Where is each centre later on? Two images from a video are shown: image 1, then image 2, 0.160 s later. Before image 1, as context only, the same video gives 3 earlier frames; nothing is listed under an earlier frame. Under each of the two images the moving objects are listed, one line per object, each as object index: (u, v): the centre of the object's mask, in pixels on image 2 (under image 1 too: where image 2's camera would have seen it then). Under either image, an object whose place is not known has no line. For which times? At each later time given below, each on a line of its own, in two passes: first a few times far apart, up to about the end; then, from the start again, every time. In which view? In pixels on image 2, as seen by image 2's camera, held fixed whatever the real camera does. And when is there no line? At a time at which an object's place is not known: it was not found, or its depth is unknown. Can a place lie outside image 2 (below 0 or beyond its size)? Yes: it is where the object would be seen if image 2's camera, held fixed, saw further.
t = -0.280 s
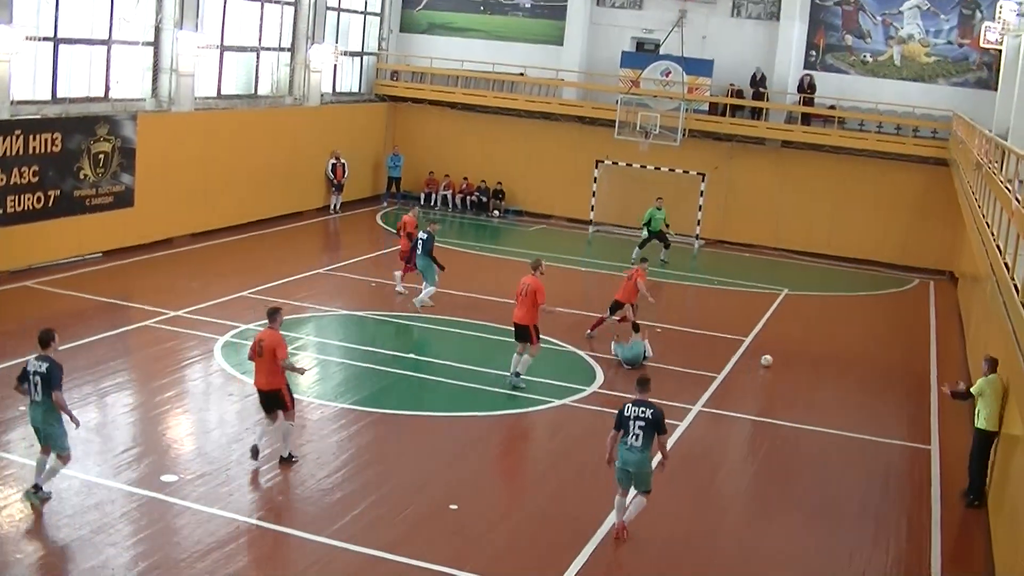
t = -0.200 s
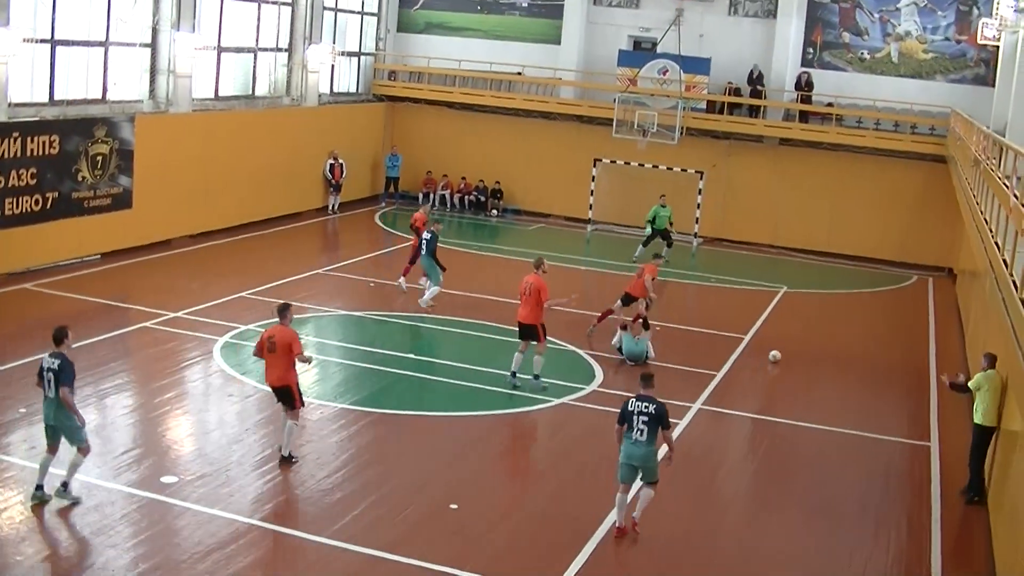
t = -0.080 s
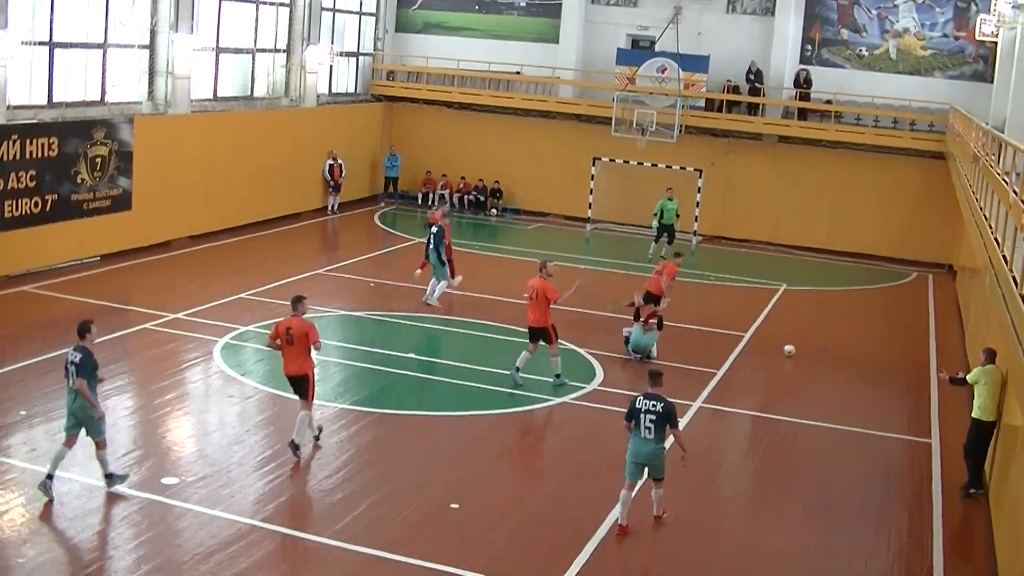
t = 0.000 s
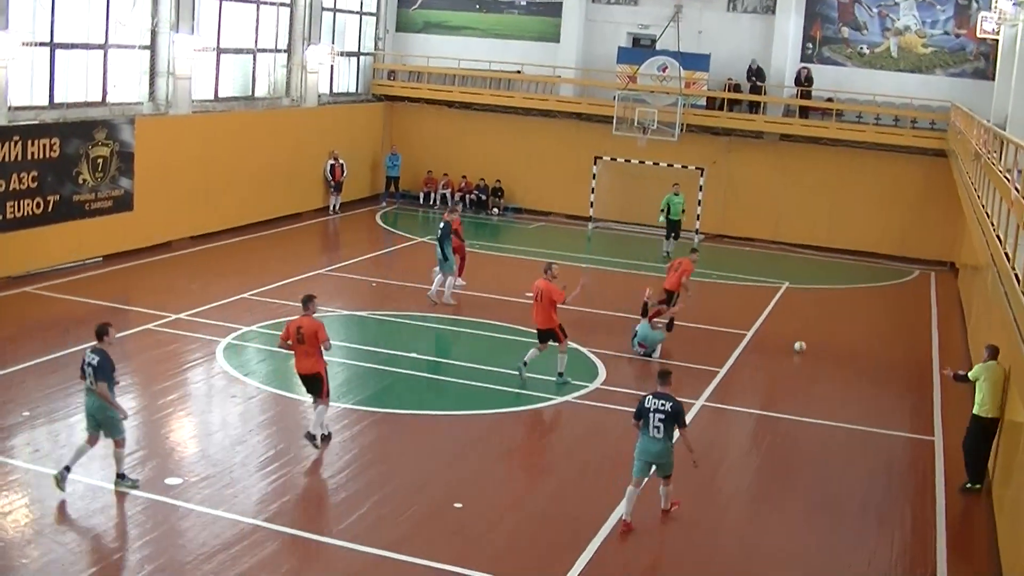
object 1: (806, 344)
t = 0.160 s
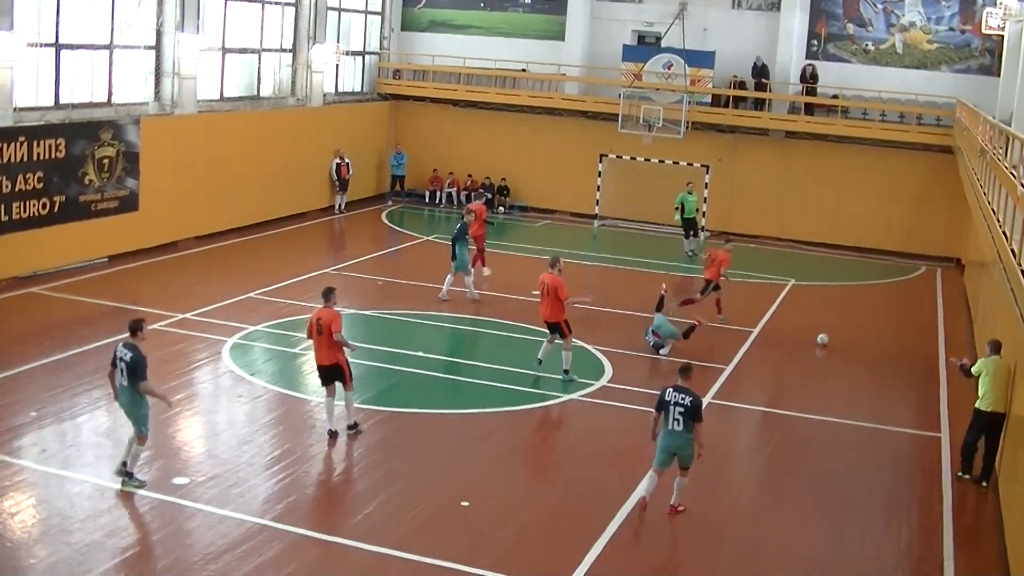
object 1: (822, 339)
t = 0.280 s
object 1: (834, 337)
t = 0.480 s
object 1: (852, 332)
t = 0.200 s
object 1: (827, 339)
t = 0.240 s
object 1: (830, 338)
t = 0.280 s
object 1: (834, 337)
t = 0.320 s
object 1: (837, 336)
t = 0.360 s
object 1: (841, 335)
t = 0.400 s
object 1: (845, 334)
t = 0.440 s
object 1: (849, 334)
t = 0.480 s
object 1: (852, 332)
